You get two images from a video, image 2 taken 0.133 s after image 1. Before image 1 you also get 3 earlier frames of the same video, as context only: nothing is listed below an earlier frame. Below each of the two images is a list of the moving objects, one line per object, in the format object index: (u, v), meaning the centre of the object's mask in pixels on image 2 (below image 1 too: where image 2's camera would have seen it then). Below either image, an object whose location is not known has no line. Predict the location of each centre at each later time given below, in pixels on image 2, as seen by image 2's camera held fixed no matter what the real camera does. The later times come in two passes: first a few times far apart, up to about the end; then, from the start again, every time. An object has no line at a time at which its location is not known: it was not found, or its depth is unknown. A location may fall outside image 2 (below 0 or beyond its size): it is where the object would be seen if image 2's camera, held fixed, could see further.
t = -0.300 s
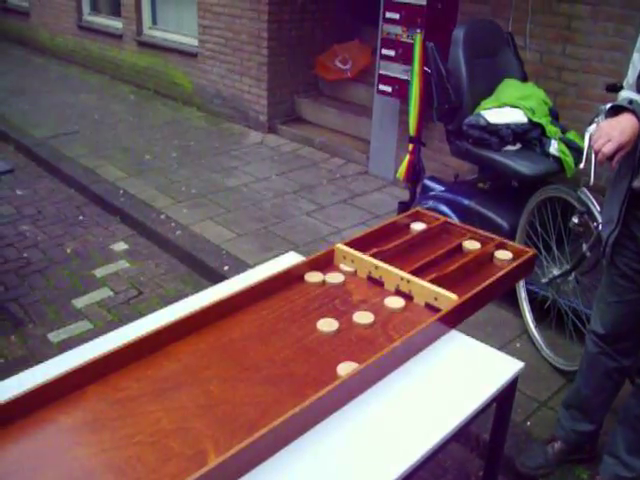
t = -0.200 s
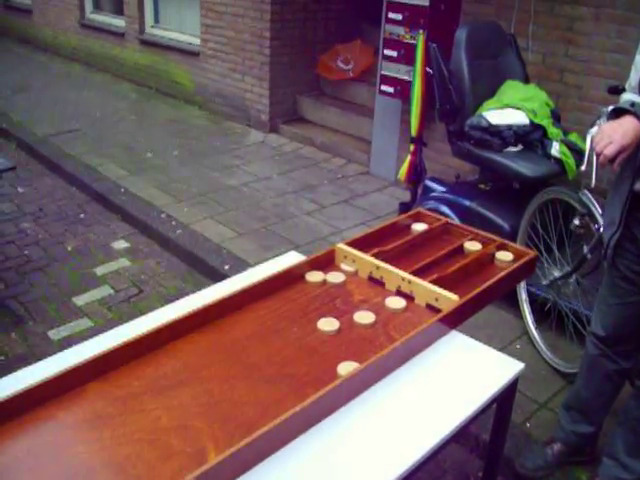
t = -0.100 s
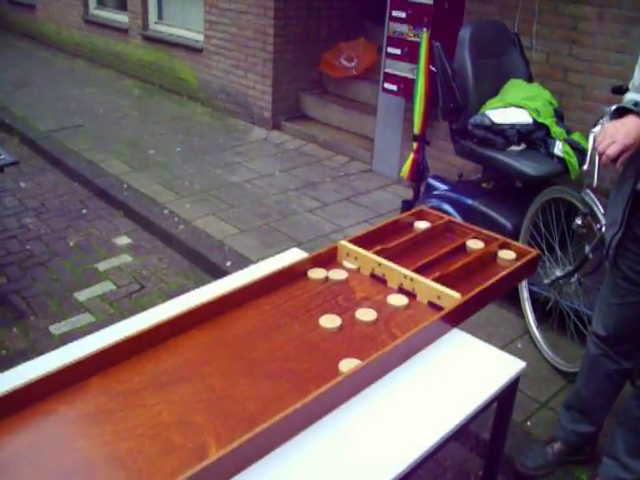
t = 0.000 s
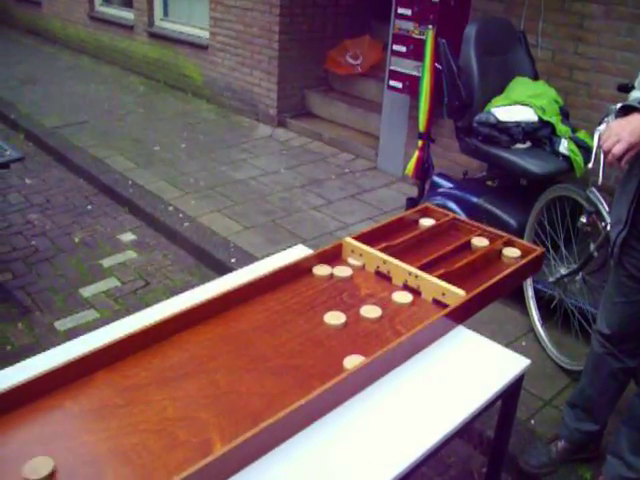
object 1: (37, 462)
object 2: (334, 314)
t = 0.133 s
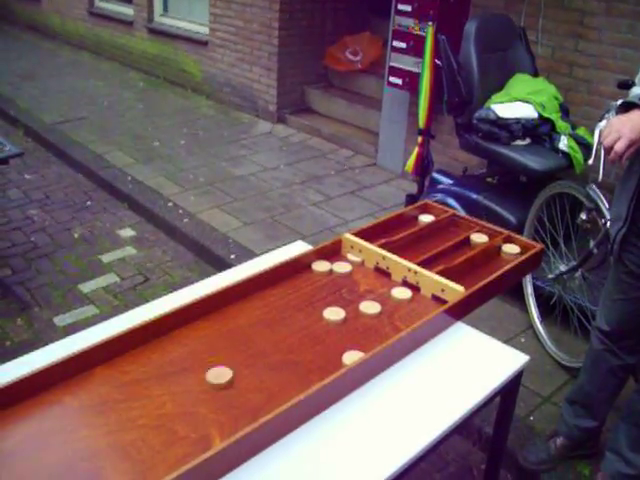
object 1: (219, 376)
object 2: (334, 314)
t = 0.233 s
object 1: (312, 330)
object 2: (334, 313)
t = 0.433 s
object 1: (355, 327)
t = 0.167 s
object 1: (253, 359)
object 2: (334, 313)
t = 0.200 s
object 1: (284, 343)
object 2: (334, 313)
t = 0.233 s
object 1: (312, 330)
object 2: (334, 313)
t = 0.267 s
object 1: (328, 325)
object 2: (343, 305)
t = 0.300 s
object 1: (336, 326)
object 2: (358, 293)
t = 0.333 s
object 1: (343, 326)
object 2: (371, 282)
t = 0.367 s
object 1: (348, 326)
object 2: (380, 273)
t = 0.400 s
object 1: (352, 326)
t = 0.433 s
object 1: (355, 327)
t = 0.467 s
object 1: (357, 327)
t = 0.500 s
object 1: (358, 327)
